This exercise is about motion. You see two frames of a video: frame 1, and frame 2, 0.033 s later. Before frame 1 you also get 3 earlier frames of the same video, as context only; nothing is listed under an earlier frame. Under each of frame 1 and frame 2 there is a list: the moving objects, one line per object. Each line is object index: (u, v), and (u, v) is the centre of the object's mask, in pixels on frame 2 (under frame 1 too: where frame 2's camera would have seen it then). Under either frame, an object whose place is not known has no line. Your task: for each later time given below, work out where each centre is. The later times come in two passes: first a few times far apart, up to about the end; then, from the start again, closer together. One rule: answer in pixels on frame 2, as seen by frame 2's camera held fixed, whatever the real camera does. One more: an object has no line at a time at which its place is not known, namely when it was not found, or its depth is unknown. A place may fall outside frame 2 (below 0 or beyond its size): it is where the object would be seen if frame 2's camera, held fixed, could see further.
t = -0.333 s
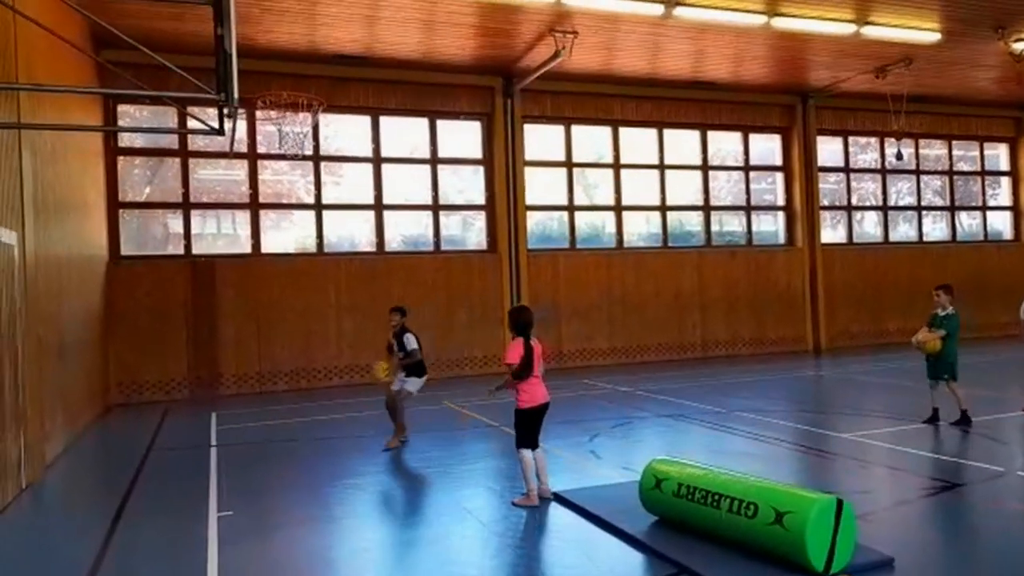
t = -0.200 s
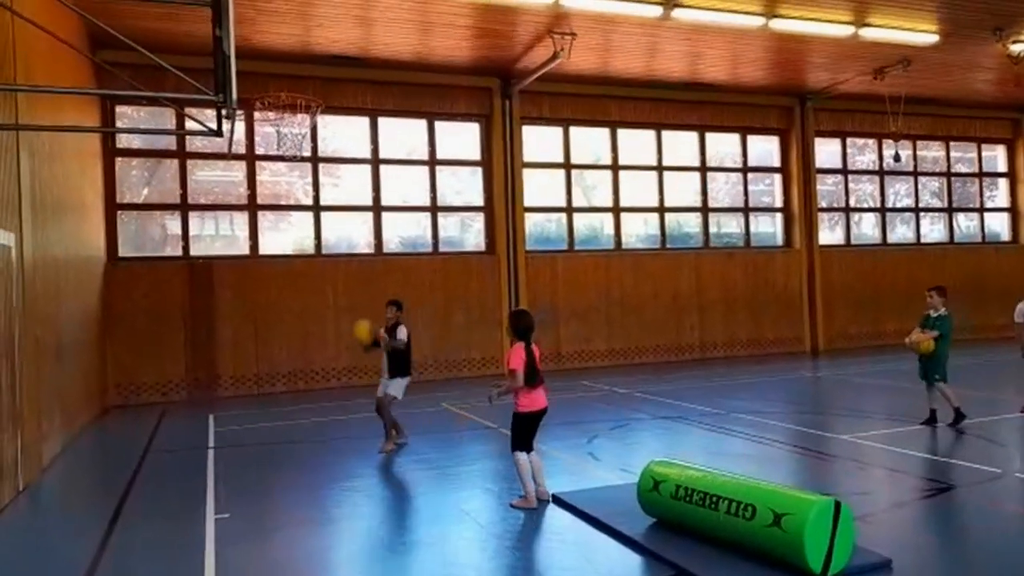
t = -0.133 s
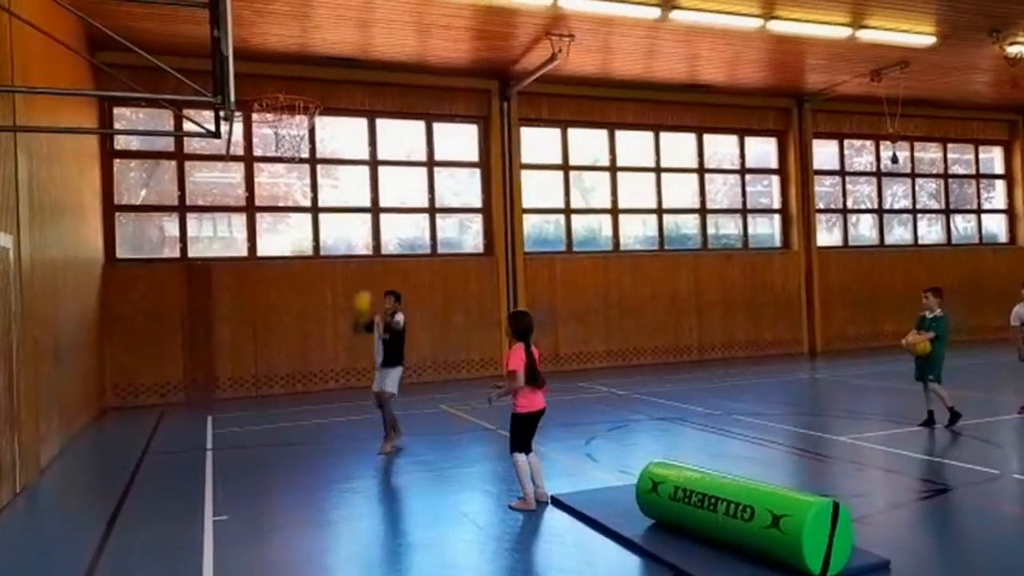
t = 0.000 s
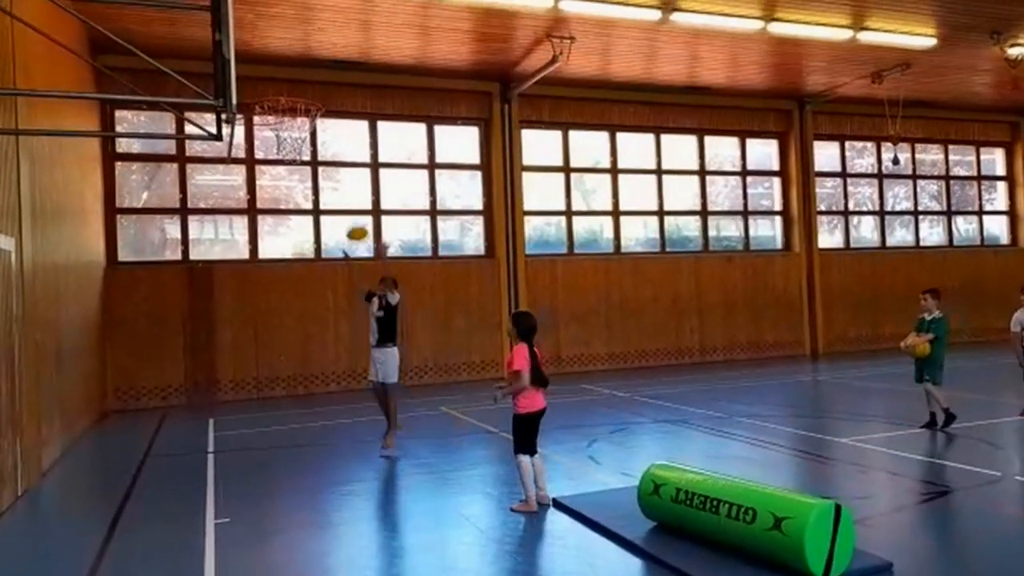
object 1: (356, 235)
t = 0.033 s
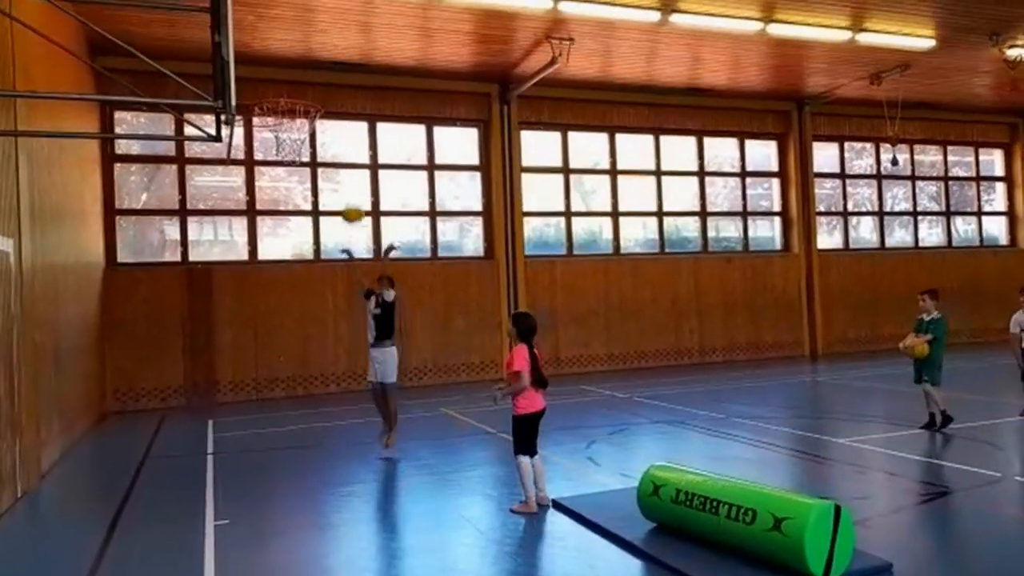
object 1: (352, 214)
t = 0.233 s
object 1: (330, 111)
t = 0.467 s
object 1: (299, 38)
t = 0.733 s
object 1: (263, 19)
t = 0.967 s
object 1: (263, 73)
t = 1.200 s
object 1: (344, 101)
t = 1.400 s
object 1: (412, 159)
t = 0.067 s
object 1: (348, 196)
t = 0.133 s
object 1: (340, 161)
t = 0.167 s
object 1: (336, 144)
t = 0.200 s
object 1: (332, 128)
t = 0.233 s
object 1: (330, 111)
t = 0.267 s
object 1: (326, 97)
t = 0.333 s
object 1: (317, 75)
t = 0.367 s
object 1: (312, 63)
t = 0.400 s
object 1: (307, 55)
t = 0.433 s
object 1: (303, 46)
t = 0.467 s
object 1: (299, 38)
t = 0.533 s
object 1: (289, 25)
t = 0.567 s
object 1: (285, 21)
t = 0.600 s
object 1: (280, 18)
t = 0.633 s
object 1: (276, 17)
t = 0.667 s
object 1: (272, 16)
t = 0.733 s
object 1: (263, 19)
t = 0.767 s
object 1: (259, 21)
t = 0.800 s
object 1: (253, 29)
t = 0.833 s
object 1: (251, 35)
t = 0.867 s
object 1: (247, 40)
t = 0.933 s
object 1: (256, 61)
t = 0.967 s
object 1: (263, 73)
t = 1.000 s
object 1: (268, 86)
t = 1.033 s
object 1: (280, 88)
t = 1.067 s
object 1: (294, 88)
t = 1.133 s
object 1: (319, 93)
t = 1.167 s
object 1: (330, 96)
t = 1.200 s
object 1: (344, 101)
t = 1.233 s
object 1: (354, 107)
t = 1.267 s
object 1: (366, 115)
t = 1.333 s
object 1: (390, 136)
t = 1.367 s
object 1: (401, 147)
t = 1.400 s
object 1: (412, 159)
